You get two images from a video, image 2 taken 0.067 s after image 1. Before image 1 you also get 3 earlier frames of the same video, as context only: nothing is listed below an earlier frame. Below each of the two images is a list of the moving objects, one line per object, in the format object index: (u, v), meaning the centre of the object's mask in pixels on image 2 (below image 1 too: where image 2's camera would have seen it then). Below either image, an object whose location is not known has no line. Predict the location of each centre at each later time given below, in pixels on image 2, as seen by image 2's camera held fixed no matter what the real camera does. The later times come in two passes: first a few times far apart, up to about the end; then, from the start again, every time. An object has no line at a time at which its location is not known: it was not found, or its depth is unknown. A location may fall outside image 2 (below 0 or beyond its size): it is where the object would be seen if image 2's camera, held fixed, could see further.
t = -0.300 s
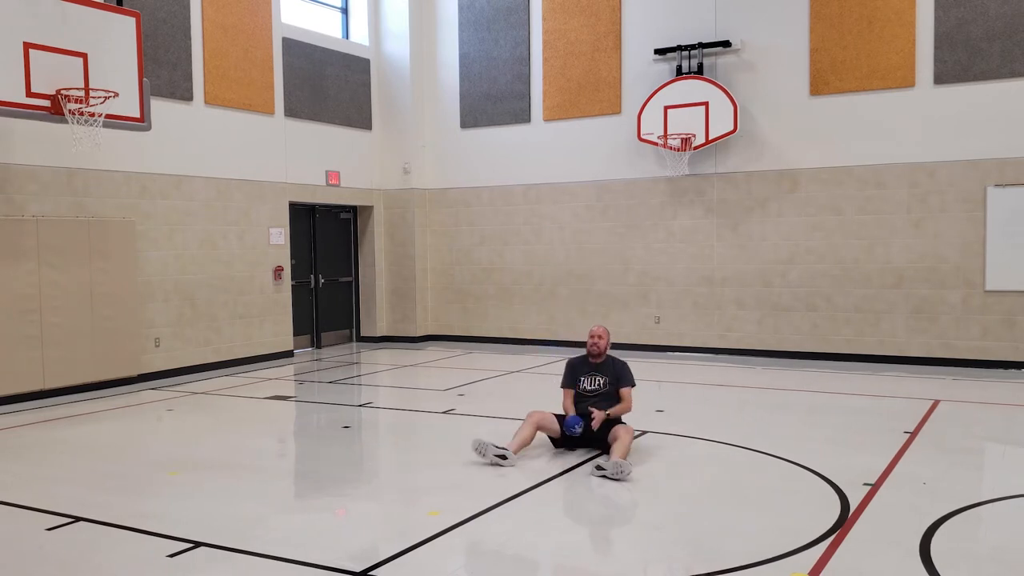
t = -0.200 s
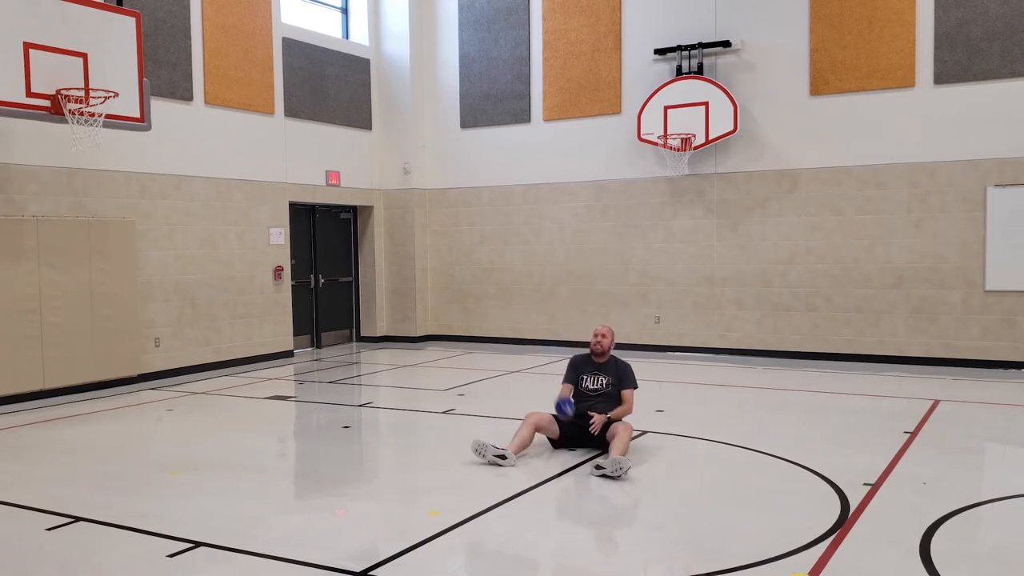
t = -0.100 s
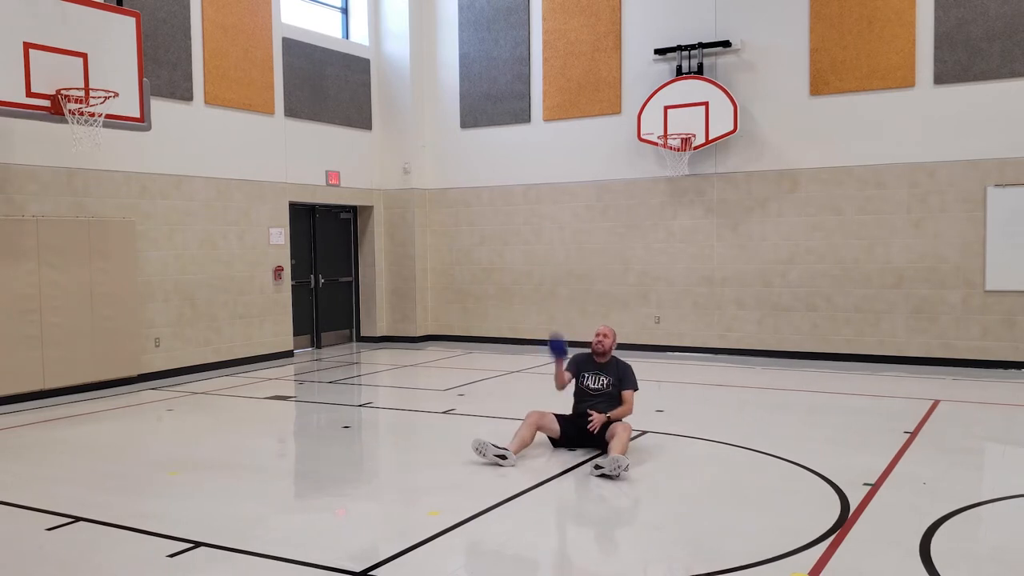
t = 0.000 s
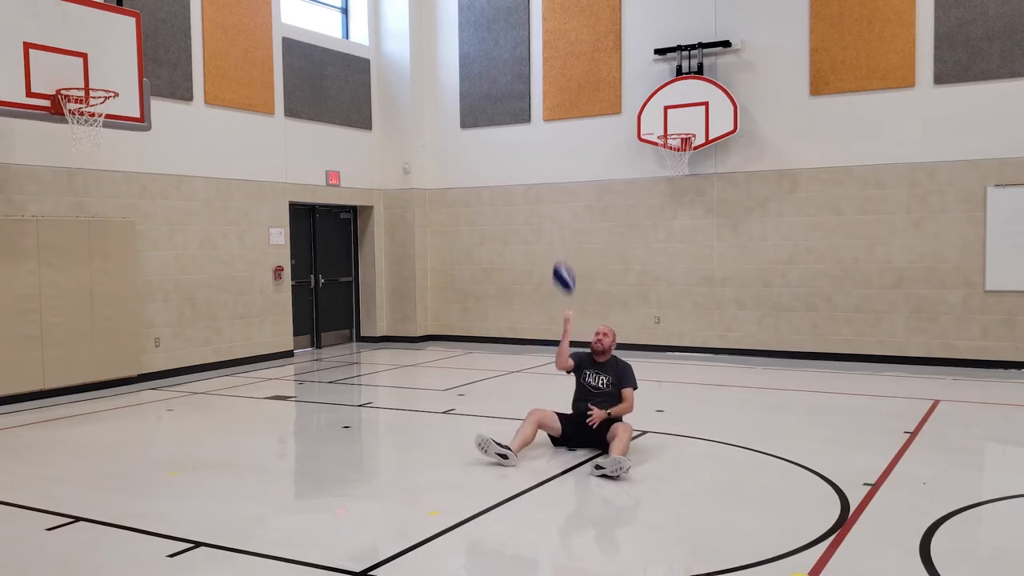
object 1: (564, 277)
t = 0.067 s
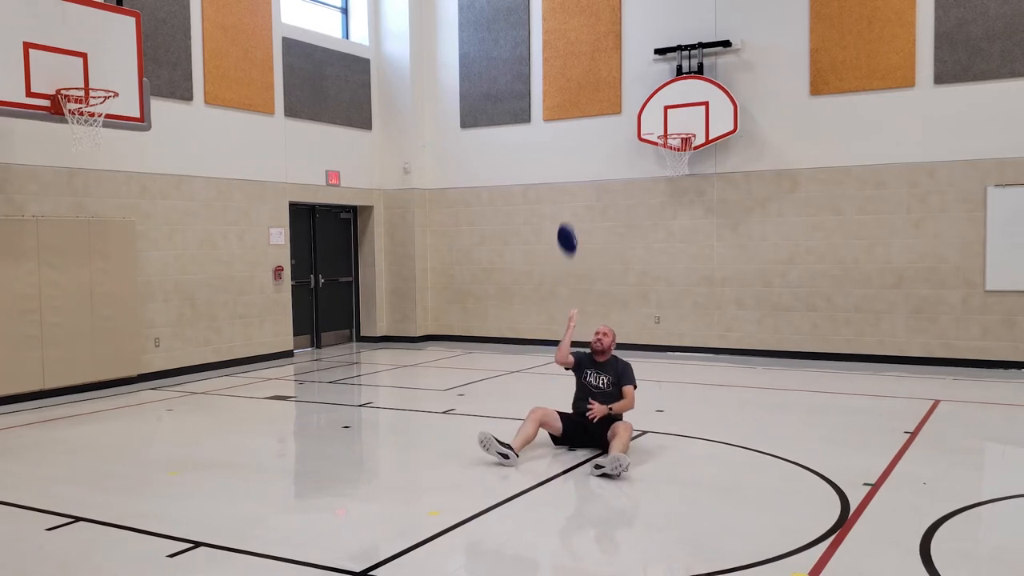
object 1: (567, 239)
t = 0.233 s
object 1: (577, 167)
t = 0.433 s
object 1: (590, 131)
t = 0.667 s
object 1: (605, 161)
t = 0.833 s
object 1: (616, 228)
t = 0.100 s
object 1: (569, 222)
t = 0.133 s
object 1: (571, 206)
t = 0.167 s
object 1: (574, 191)
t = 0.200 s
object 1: (575, 179)
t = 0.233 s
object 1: (577, 167)
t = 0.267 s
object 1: (579, 157)
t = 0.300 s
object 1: (582, 149)
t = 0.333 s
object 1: (584, 143)
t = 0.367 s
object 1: (586, 137)
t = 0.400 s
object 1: (587, 134)
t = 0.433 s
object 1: (590, 131)
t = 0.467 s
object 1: (592, 131)
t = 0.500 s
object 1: (594, 132)
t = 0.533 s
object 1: (596, 135)
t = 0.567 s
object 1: (598, 139)
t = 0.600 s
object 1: (601, 145)
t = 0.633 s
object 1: (603, 152)
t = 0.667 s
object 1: (605, 161)
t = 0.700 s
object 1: (606, 172)
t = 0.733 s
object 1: (609, 183)
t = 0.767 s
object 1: (611, 197)
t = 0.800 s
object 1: (614, 211)
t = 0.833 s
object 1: (616, 228)
